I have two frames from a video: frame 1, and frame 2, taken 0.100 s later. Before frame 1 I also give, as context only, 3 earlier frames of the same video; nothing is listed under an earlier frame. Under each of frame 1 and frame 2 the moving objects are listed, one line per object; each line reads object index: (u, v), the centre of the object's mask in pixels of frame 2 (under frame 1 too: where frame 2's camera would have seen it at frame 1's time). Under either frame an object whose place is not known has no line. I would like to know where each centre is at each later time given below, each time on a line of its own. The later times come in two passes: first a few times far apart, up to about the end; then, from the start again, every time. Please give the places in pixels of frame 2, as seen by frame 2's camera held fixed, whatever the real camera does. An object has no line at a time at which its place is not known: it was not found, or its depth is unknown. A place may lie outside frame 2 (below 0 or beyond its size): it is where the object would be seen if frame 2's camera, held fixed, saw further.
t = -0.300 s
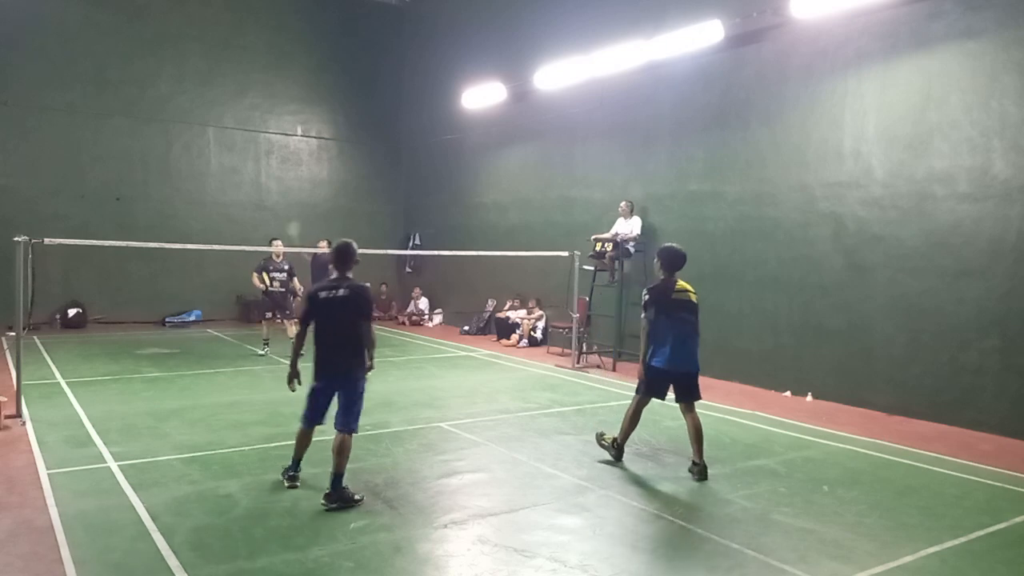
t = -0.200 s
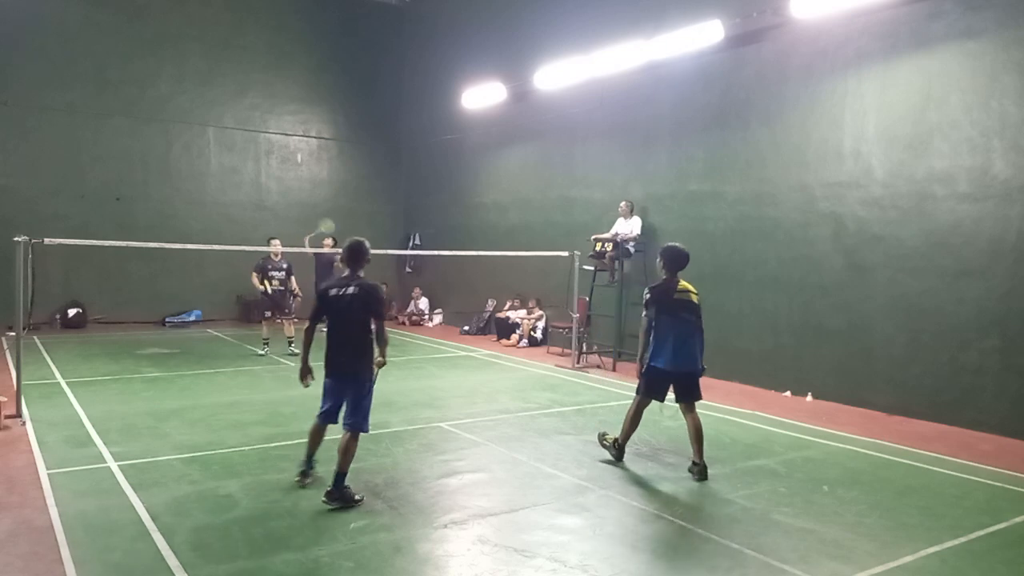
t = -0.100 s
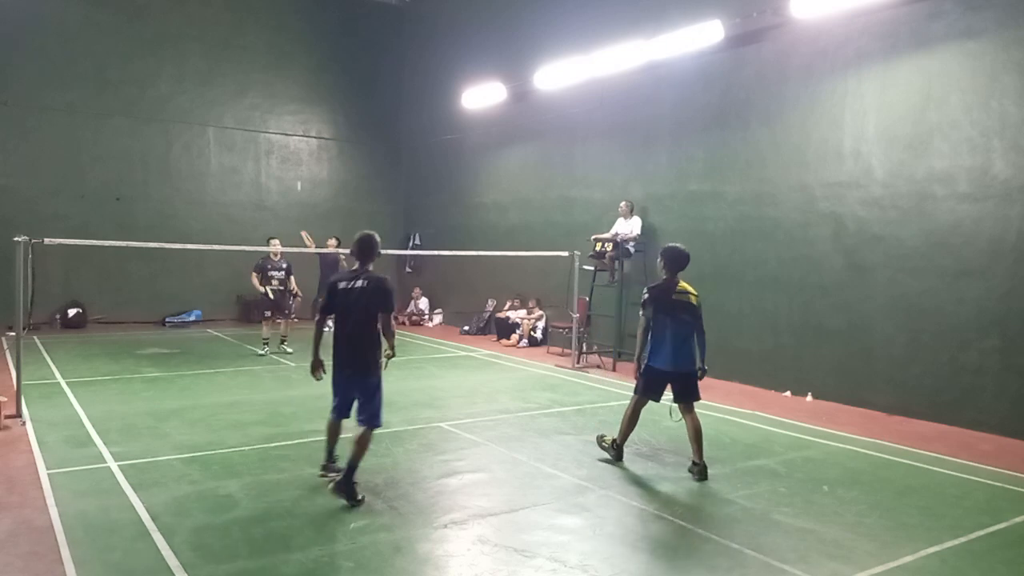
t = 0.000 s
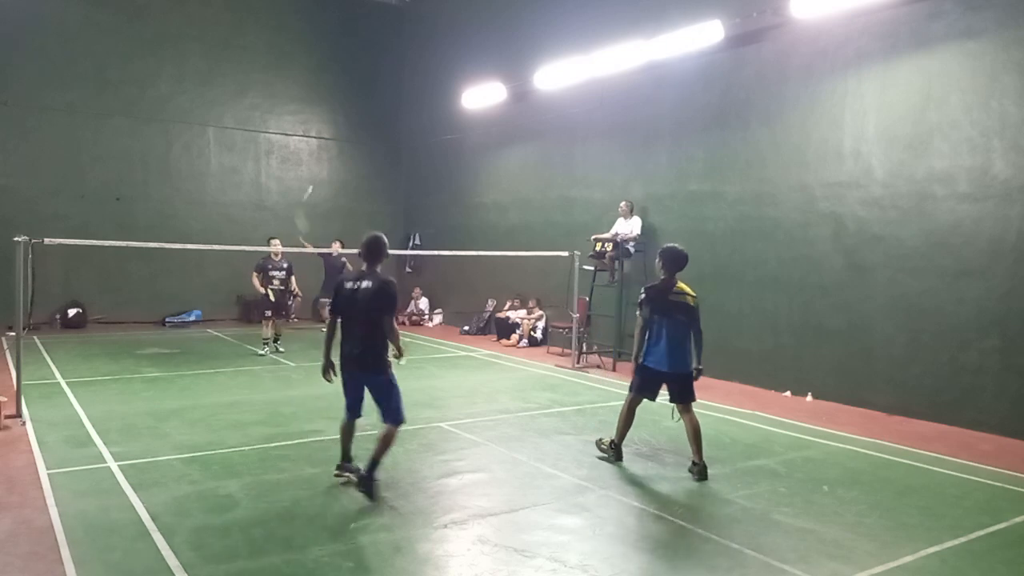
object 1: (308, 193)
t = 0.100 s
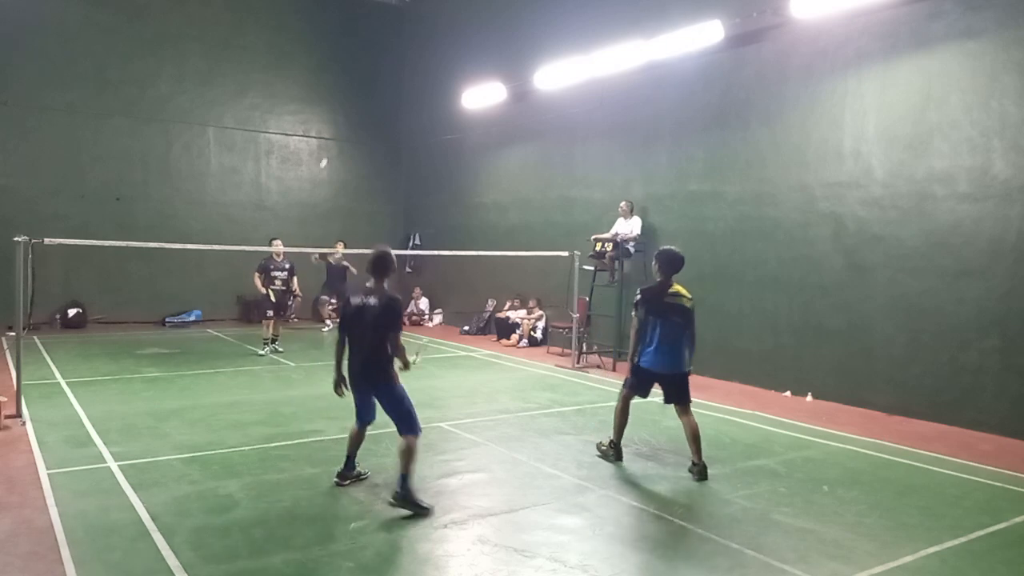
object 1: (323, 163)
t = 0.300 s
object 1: (348, 133)
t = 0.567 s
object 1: (376, 145)
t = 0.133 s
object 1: (328, 155)
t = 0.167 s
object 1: (332, 150)
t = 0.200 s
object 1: (336, 144)
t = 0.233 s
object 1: (340, 140)
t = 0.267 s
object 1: (344, 136)
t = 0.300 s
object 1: (348, 133)
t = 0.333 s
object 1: (352, 132)
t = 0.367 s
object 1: (356, 131)
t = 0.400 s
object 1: (358, 131)
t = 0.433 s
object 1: (362, 132)
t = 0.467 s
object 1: (366, 134)
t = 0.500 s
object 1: (369, 137)
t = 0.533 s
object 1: (373, 141)
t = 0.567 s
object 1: (376, 145)
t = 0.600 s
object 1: (380, 151)
